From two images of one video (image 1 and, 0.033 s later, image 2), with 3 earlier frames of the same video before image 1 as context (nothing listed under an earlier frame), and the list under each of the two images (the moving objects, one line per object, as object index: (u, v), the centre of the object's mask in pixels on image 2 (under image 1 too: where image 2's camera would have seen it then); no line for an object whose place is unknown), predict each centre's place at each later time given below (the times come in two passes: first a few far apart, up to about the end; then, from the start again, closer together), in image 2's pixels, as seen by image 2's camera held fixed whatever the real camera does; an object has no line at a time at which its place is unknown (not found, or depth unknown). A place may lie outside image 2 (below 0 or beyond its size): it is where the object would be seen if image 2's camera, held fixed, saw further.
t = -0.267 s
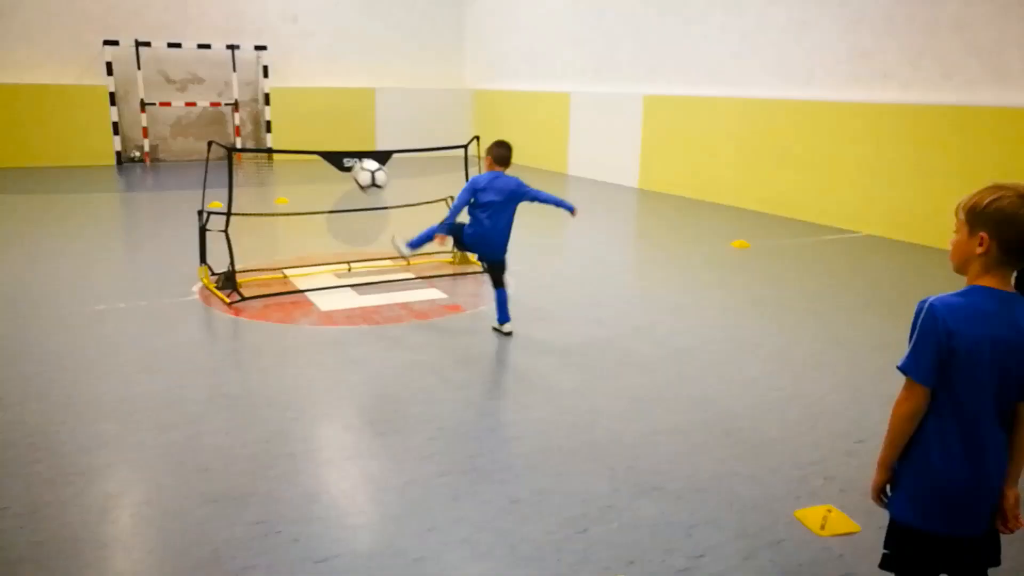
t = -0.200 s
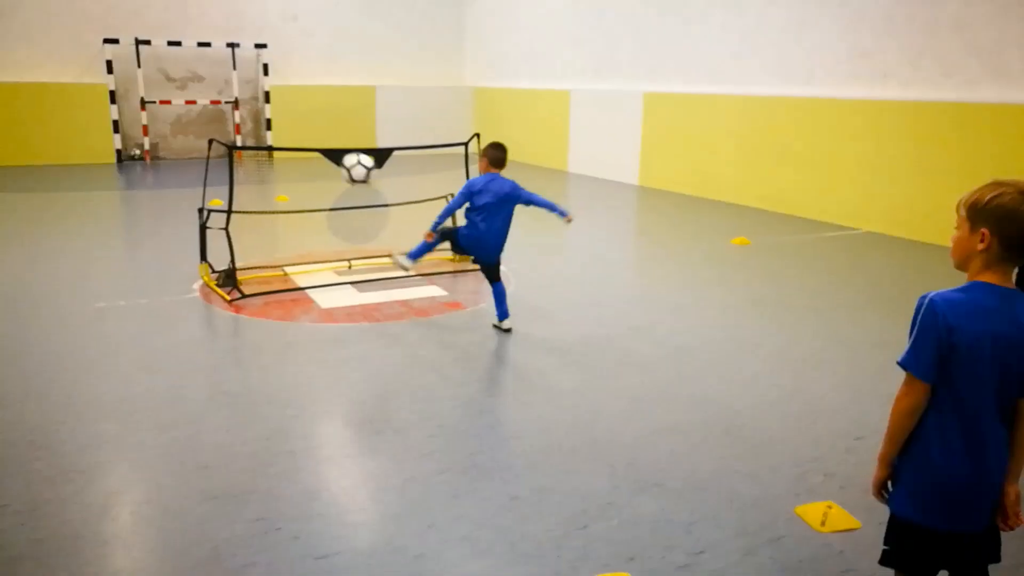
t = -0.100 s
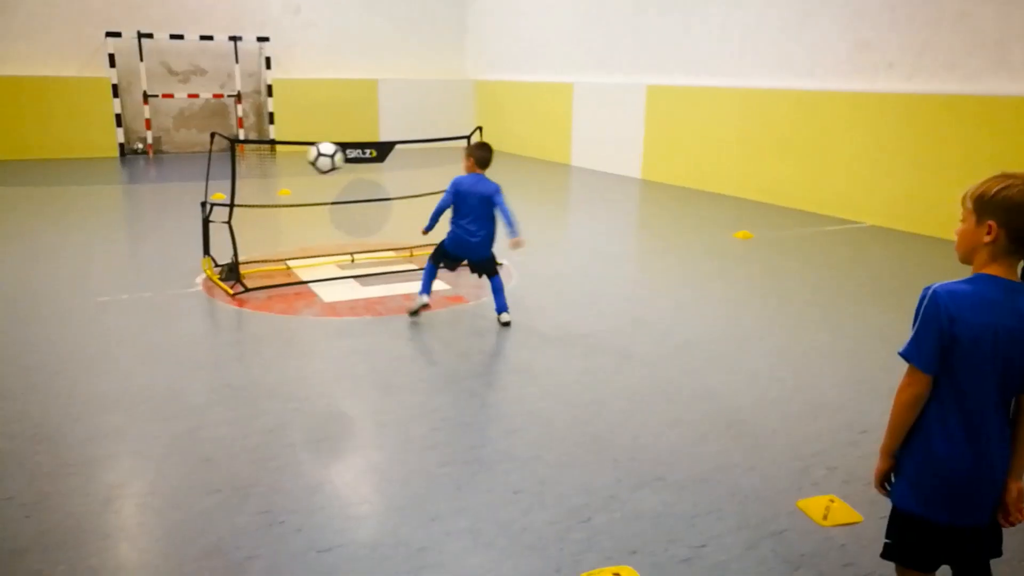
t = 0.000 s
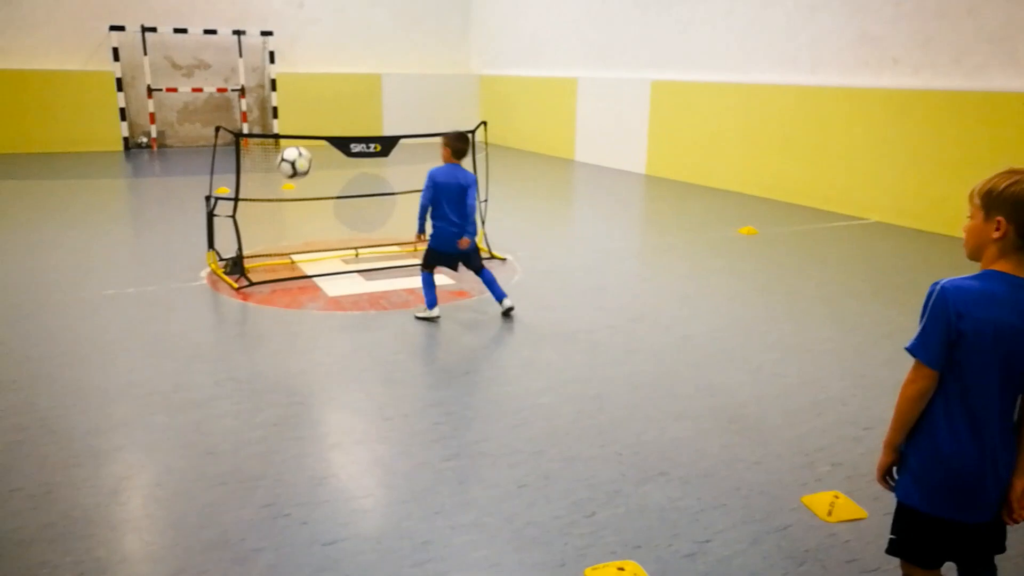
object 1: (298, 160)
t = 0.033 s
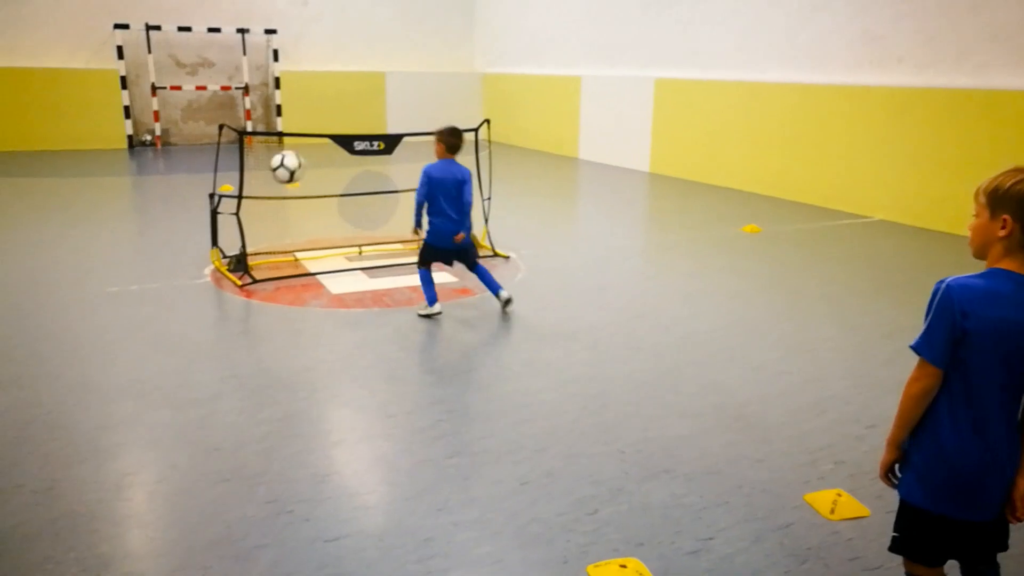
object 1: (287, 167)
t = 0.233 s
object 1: (226, 245)
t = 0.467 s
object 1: (180, 221)
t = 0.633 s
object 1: (156, 196)
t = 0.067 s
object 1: (276, 176)
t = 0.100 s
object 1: (265, 185)
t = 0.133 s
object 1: (255, 198)
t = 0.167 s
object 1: (246, 211)
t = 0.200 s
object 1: (236, 227)
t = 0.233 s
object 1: (226, 245)
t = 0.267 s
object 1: (216, 262)
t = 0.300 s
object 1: (208, 281)
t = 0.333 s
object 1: (201, 267)
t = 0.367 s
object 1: (196, 254)
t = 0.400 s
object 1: (191, 242)
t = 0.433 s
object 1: (186, 231)
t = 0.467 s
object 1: (180, 221)
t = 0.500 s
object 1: (175, 213)
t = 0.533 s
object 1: (170, 207)
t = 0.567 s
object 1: (166, 201)
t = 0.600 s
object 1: (160, 198)
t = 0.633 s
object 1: (156, 196)
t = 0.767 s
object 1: (138, 205)
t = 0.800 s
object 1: (134, 211)
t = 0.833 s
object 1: (131, 219)
